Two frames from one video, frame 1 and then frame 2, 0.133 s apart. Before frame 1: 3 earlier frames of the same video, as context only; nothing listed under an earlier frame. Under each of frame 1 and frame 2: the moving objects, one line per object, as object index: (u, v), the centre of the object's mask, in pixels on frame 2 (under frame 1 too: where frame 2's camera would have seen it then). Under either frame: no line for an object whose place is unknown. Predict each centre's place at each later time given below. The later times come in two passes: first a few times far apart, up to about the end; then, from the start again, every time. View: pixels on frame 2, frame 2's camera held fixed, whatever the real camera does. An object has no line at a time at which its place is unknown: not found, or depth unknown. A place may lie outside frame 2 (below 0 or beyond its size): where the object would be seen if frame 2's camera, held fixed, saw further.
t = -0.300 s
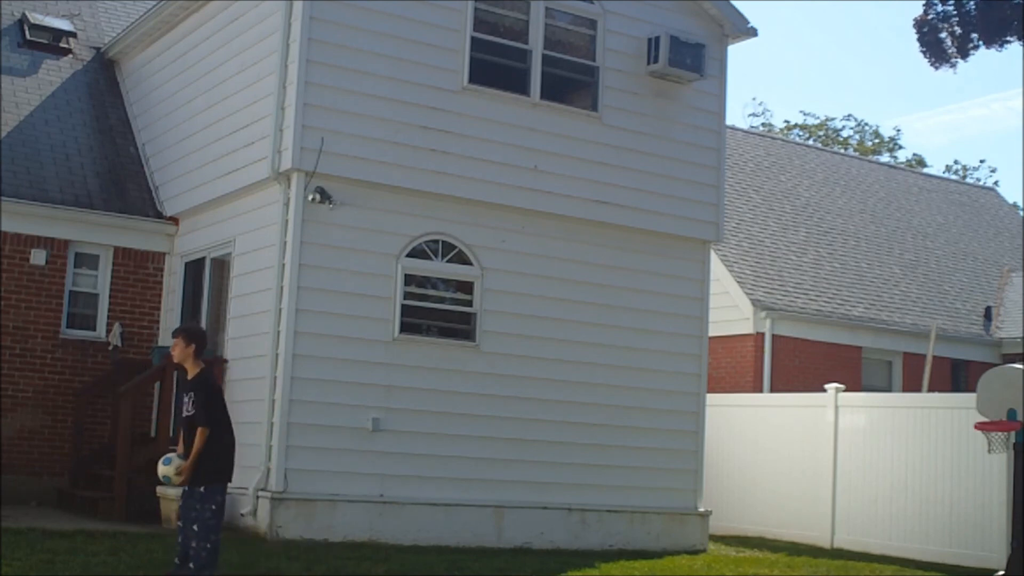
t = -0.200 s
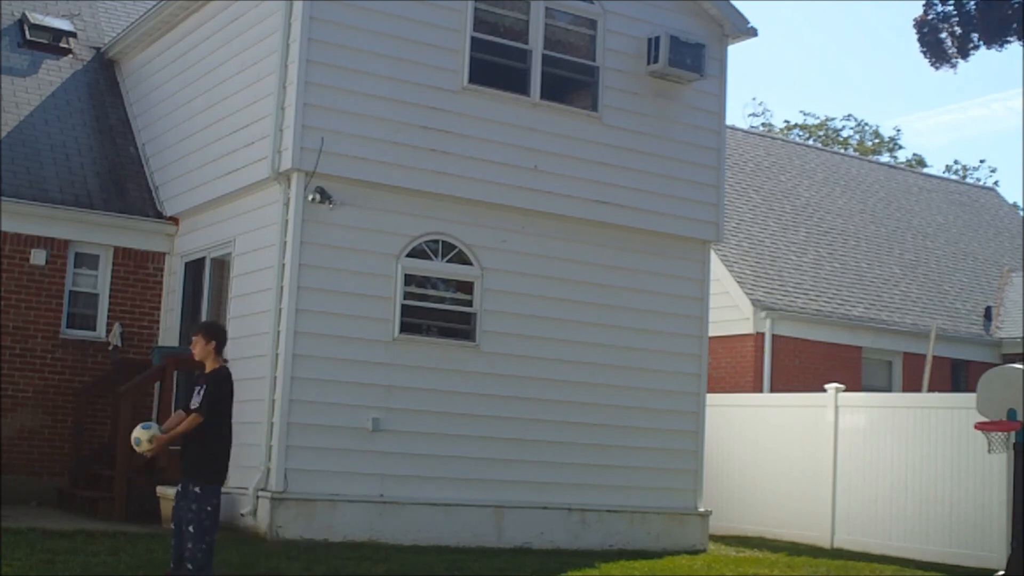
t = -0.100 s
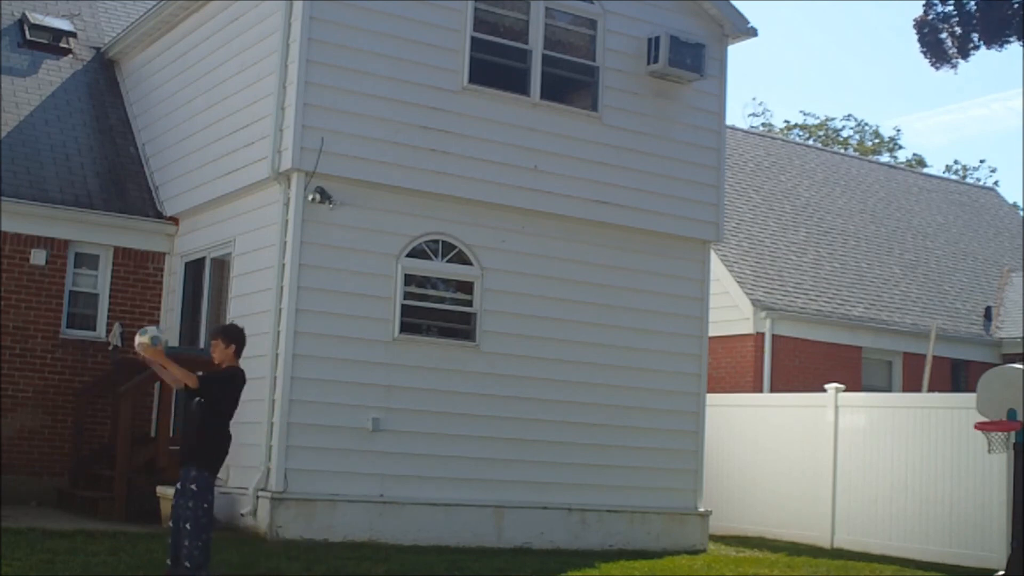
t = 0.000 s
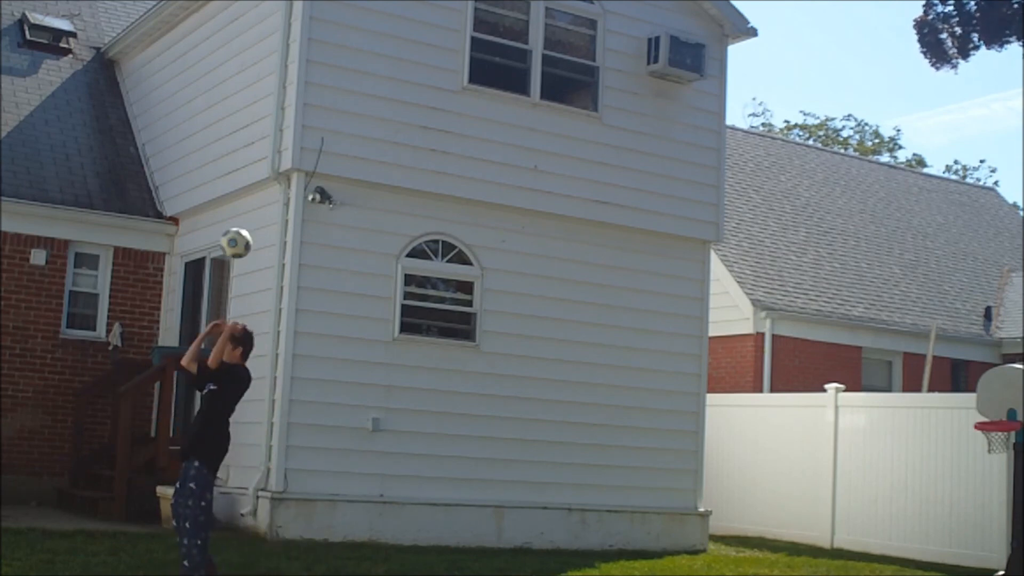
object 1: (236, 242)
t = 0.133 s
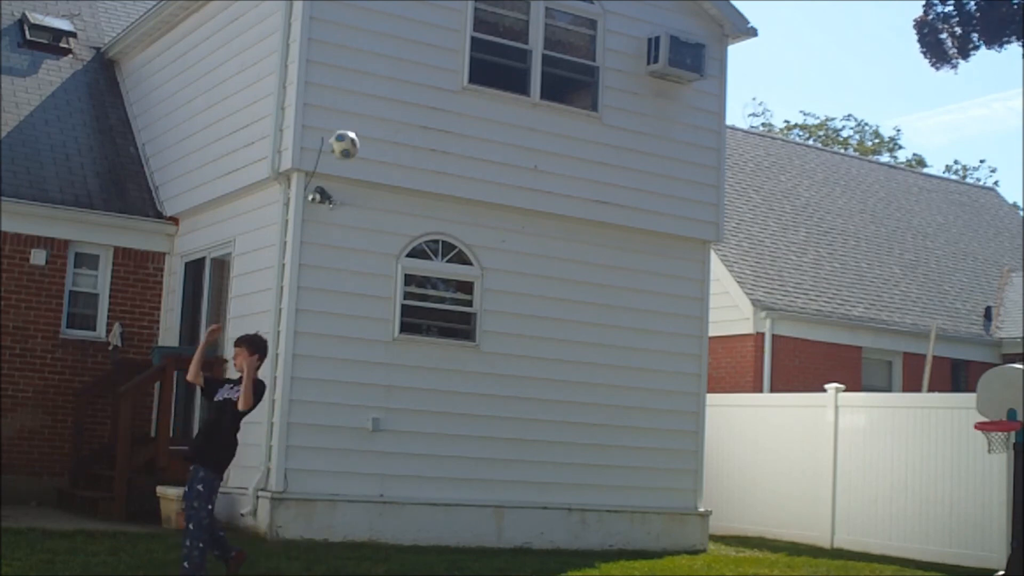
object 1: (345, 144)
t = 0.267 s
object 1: (439, 78)
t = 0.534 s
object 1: (602, 27)
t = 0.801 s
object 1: (740, 68)
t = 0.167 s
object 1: (369, 125)
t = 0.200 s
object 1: (393, 108)
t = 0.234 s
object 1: (417, 92)
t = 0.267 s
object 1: (439, 78)
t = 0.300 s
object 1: (462, 66)
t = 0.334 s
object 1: (483, 56)
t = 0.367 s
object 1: (504, 48)
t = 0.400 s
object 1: (524, 40)
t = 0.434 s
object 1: (545, 35)
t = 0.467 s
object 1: (564, 30)
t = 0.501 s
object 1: (583, 28)
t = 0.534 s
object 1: (602, 27)
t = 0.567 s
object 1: (621, 27)
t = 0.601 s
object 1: (639, 29)
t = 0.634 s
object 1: (657, 33)
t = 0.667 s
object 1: (675, 37)
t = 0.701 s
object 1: (691, 43)
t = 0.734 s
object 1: (708, 49)
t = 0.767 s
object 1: (725, 57)
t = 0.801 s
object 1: (740, 68)
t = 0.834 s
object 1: (756, 78)
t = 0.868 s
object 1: (772, 90)
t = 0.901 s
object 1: (787, 102)
